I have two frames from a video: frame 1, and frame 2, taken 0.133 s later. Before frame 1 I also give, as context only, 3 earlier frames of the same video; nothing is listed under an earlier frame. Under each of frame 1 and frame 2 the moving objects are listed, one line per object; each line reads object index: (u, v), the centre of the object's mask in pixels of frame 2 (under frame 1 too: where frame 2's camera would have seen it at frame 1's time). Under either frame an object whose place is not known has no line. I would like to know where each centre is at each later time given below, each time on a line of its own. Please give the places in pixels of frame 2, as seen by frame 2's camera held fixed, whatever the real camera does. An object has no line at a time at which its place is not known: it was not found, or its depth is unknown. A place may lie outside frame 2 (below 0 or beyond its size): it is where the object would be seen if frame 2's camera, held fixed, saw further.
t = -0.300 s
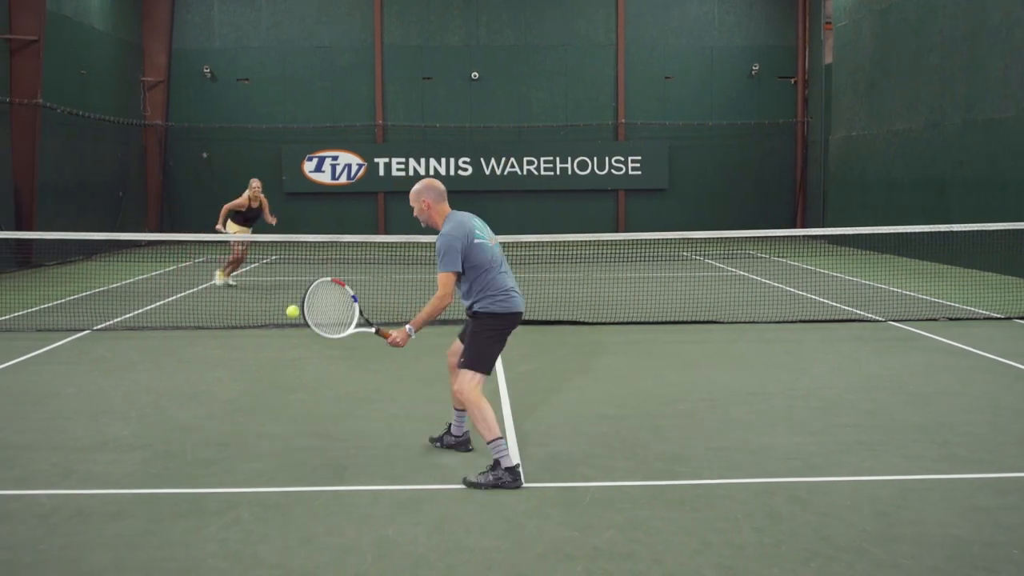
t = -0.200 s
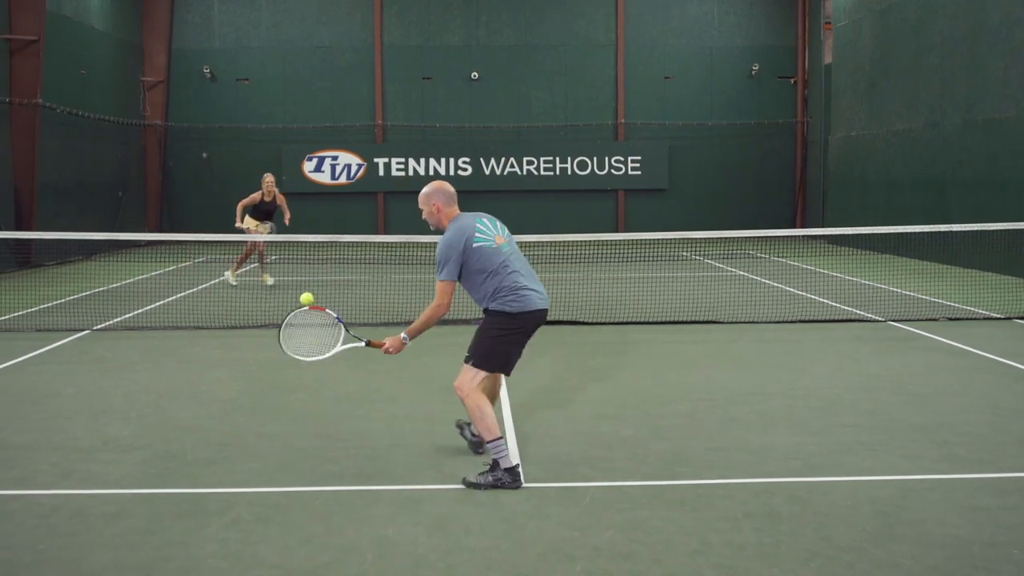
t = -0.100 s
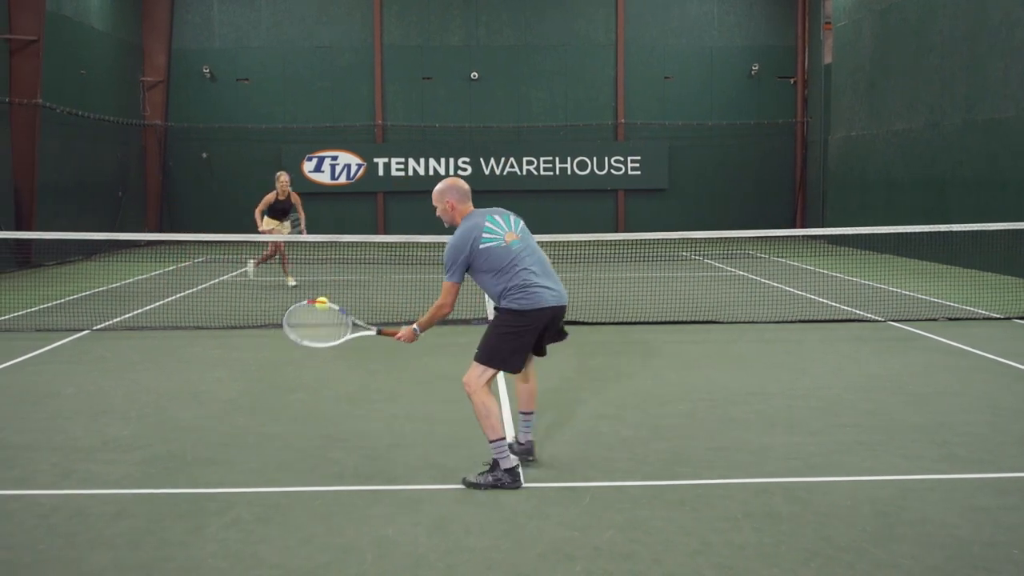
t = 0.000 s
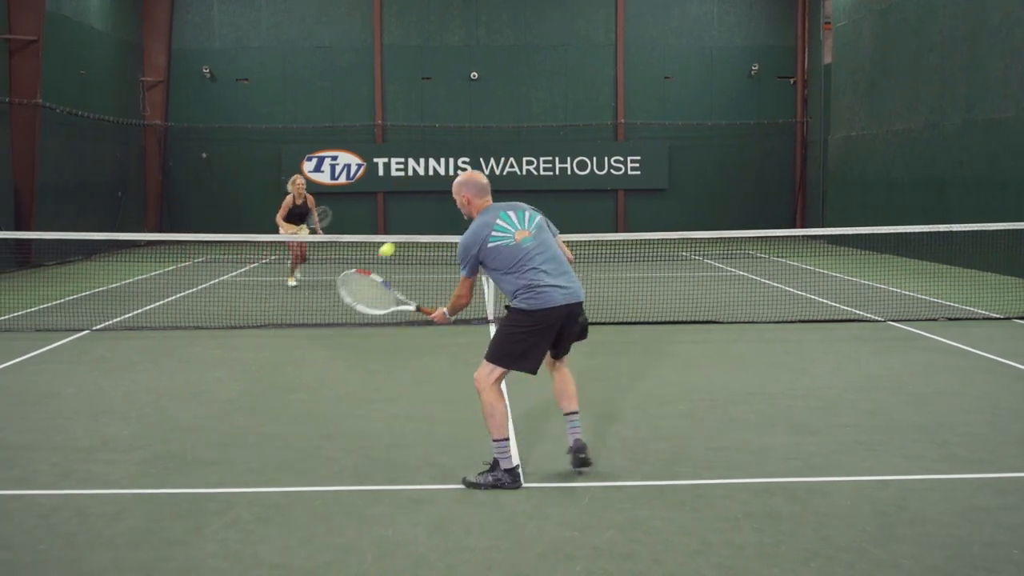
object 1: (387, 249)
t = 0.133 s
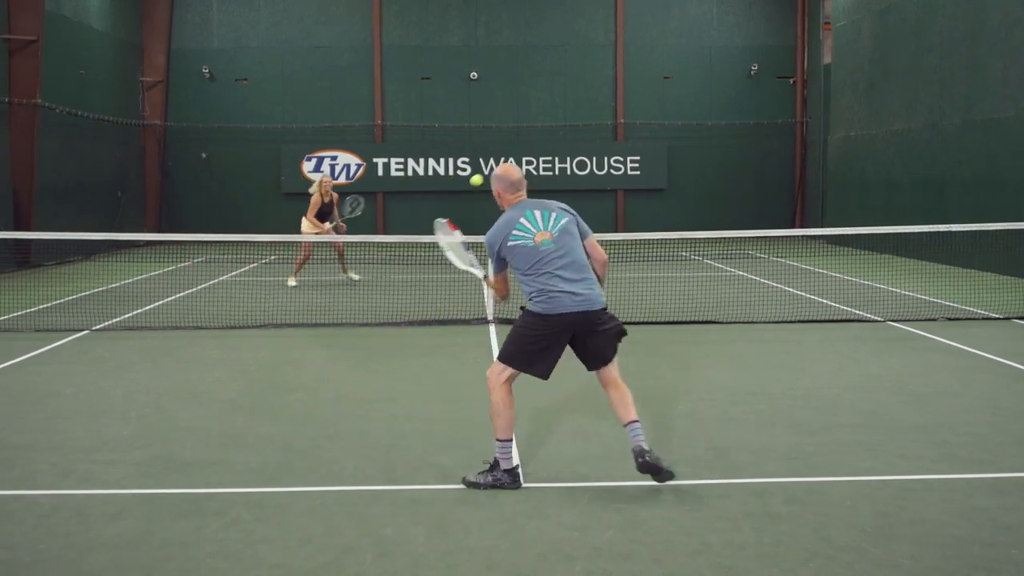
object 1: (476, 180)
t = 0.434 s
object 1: (604, 150)
